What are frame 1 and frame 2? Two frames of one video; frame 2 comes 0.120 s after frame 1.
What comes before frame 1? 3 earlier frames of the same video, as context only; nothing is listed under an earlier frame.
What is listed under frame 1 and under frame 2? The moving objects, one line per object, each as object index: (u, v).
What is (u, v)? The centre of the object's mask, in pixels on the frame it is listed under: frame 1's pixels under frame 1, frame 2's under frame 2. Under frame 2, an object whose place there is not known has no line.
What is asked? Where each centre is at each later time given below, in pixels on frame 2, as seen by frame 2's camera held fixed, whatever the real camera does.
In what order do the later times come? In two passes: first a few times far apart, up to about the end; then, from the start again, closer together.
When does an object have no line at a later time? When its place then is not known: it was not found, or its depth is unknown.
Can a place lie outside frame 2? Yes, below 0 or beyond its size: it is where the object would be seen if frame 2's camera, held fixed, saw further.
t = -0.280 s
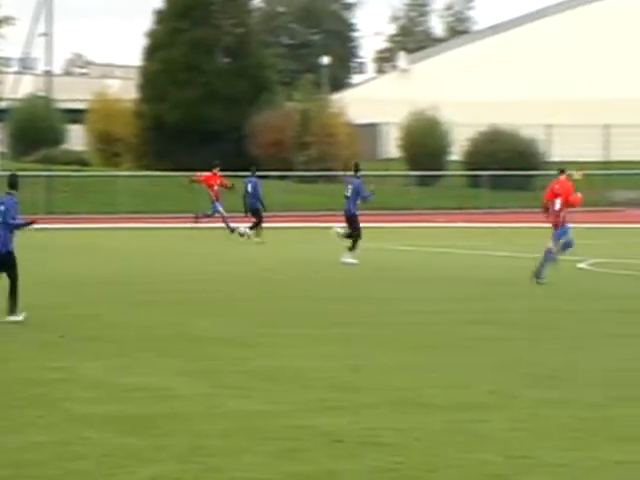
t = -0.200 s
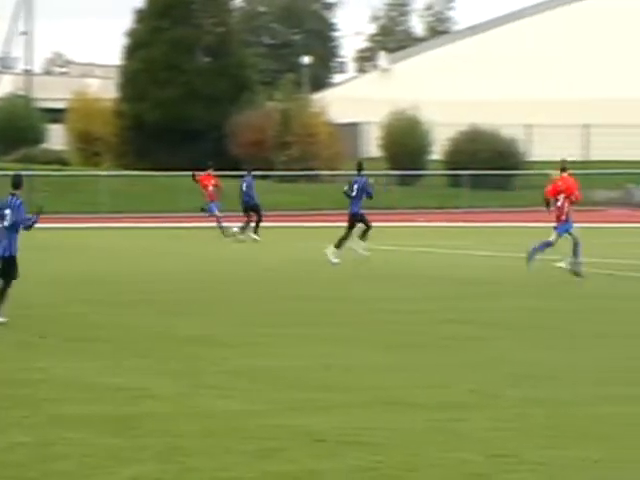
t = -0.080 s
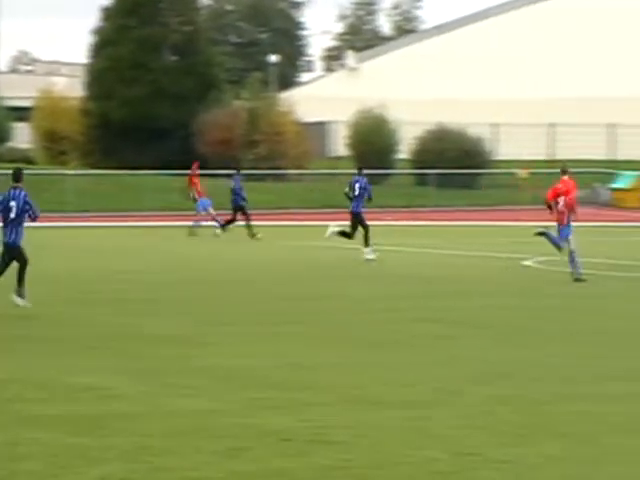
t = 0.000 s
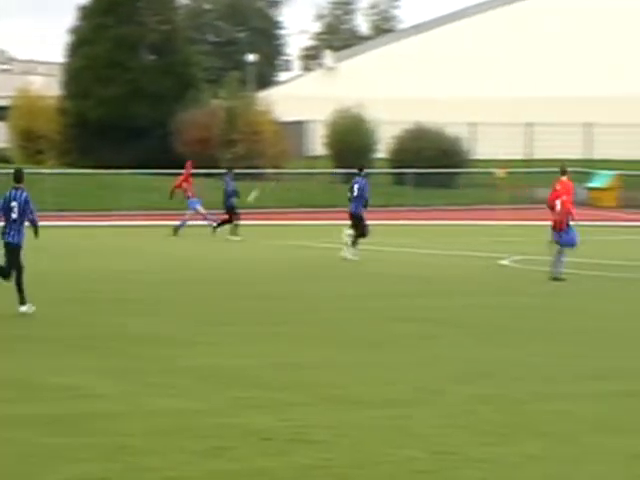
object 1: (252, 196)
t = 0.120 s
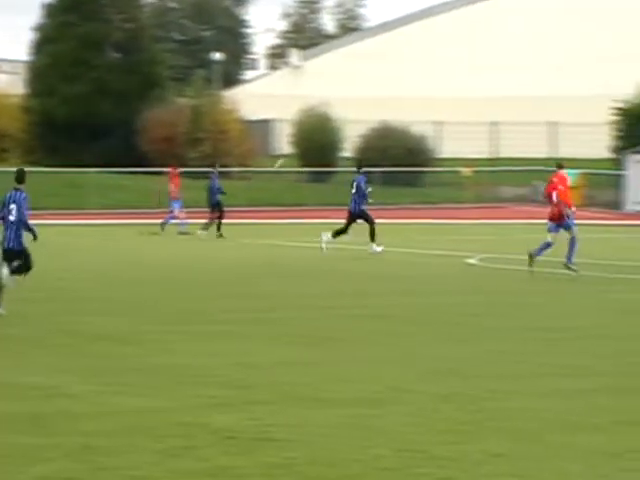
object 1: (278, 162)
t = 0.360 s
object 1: (393, 115)
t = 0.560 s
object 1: (485, 82)
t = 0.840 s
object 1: (607, 56)
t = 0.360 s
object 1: (393, 115)
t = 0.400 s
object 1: (411, 108)
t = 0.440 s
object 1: (430, 101)
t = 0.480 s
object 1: (449, 94)
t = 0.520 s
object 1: (467, 88)
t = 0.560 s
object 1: (485, 82)
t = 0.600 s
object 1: (501, 77)
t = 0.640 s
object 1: (520, 73)
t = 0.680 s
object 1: (537, 68)
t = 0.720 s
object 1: (555, 65)
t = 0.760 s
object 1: (573, 61)
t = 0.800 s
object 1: (590, 59)
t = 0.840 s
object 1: (607, 56)
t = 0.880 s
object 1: (624, 55)
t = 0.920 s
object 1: (642, 54)
